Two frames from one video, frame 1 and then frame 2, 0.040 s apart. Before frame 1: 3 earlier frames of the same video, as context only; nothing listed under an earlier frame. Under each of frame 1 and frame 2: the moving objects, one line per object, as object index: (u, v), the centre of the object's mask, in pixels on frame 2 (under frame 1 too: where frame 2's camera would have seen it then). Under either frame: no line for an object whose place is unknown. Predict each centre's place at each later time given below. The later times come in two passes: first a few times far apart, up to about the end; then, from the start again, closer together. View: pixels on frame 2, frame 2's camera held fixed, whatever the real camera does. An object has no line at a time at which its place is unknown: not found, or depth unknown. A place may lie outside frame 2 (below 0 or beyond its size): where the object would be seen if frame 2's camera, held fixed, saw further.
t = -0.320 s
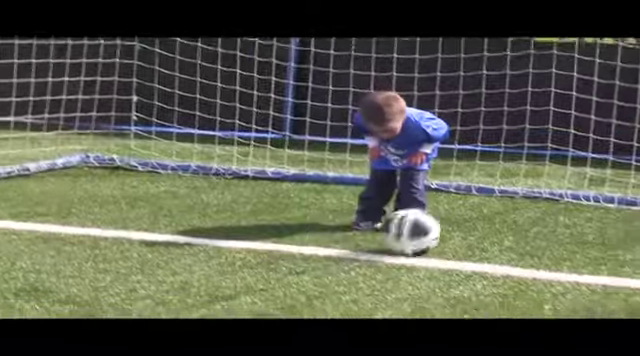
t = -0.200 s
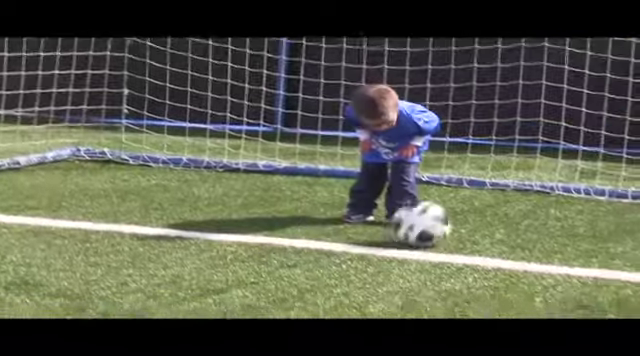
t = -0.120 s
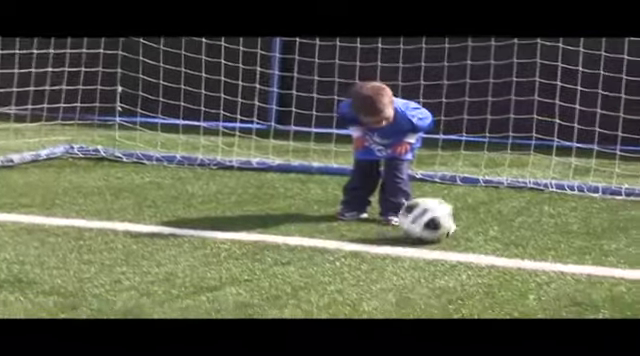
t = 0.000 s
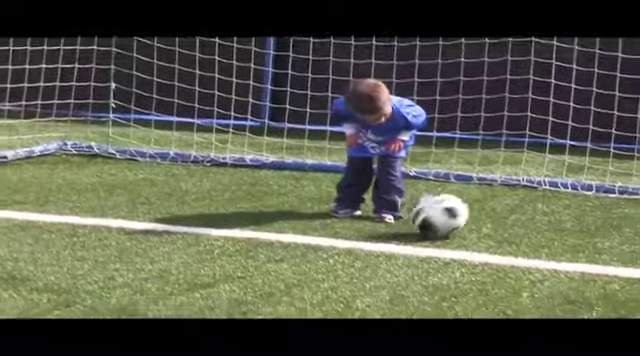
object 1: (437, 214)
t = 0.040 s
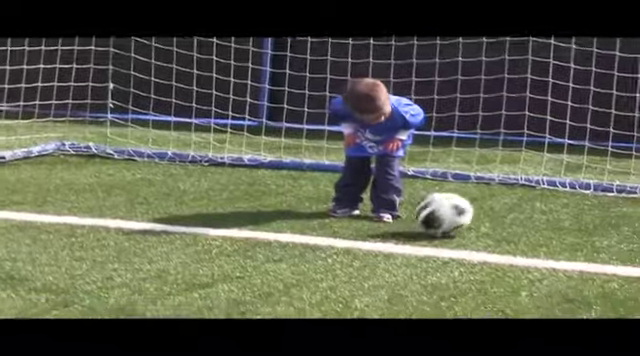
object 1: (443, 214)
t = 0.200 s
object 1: (464, 211)
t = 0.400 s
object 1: (487, 209)
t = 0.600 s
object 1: (507, 207)
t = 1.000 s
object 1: (536, 205)
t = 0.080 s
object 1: (450, 213)
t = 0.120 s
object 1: (454, 213)
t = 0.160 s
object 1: (459, 213)
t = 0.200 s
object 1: (464, 211)
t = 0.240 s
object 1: (469, 212)
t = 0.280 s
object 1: (474, 211)
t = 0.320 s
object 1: (478, 211)
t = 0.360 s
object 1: (484, 210)
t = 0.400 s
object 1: (487, 209)
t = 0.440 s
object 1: (492, 209)
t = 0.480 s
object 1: (496, 208)
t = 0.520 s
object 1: (500, 208)
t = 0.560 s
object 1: (503, 208)
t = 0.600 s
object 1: (507, 207)
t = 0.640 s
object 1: (510, 207)
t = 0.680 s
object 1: (512, 207)
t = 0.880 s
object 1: (528, 205)
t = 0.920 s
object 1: (530, 205)
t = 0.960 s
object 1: (534, 205)
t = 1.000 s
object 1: (536, 205)
